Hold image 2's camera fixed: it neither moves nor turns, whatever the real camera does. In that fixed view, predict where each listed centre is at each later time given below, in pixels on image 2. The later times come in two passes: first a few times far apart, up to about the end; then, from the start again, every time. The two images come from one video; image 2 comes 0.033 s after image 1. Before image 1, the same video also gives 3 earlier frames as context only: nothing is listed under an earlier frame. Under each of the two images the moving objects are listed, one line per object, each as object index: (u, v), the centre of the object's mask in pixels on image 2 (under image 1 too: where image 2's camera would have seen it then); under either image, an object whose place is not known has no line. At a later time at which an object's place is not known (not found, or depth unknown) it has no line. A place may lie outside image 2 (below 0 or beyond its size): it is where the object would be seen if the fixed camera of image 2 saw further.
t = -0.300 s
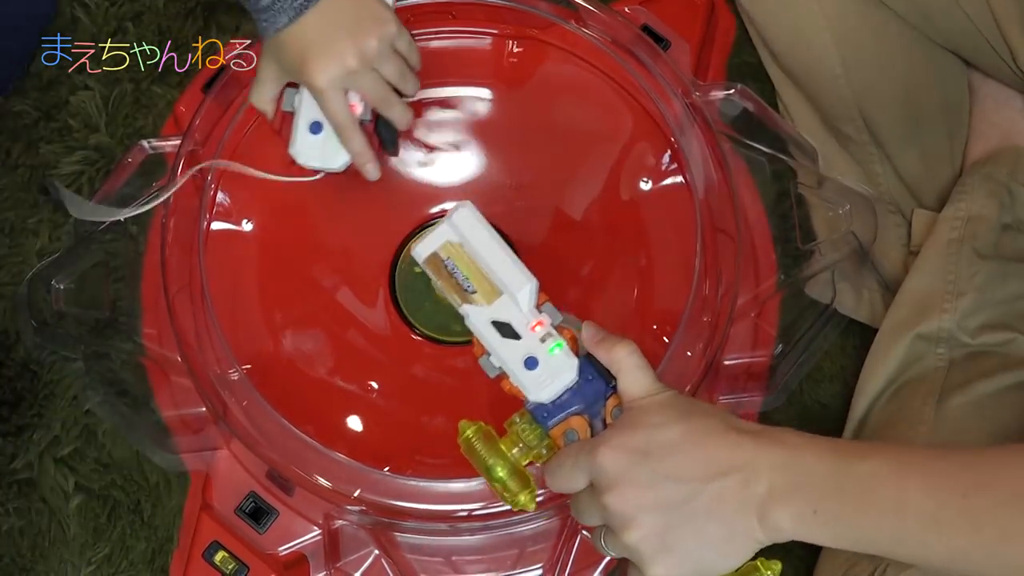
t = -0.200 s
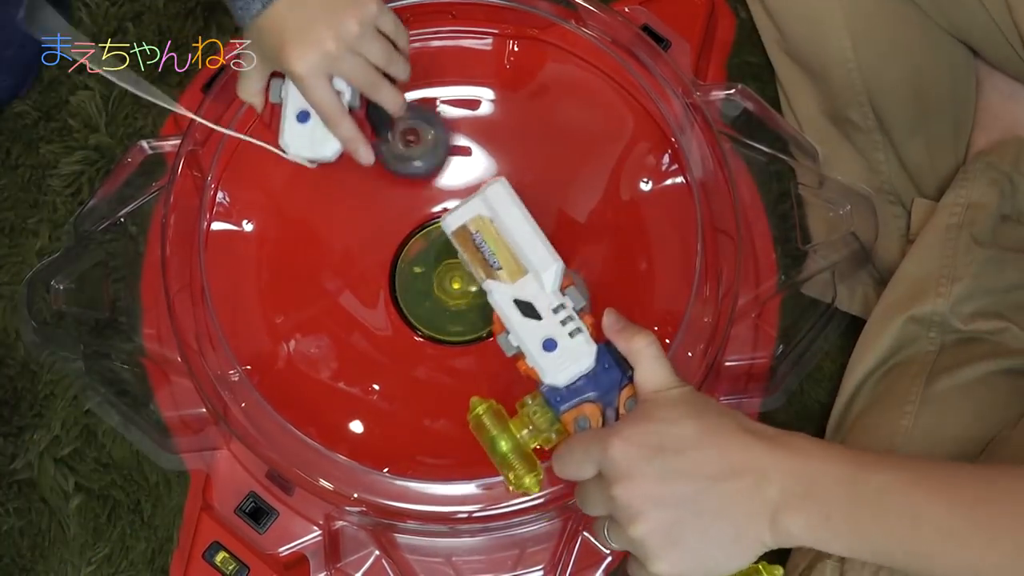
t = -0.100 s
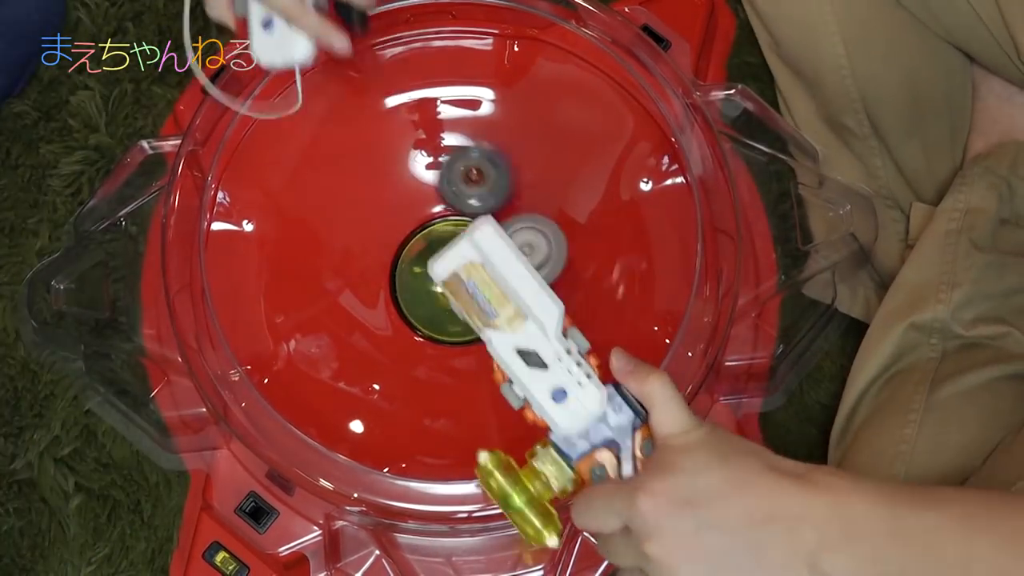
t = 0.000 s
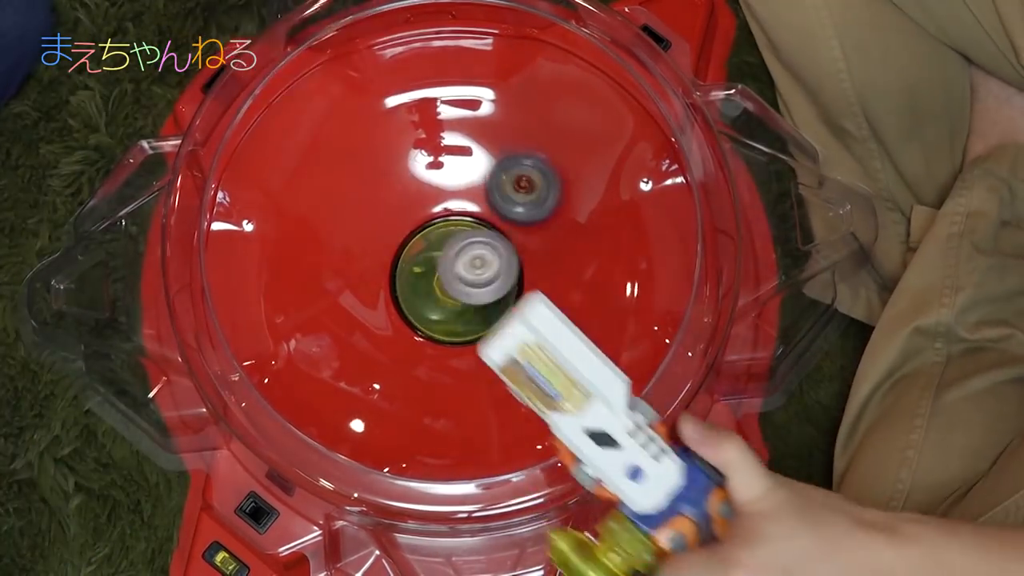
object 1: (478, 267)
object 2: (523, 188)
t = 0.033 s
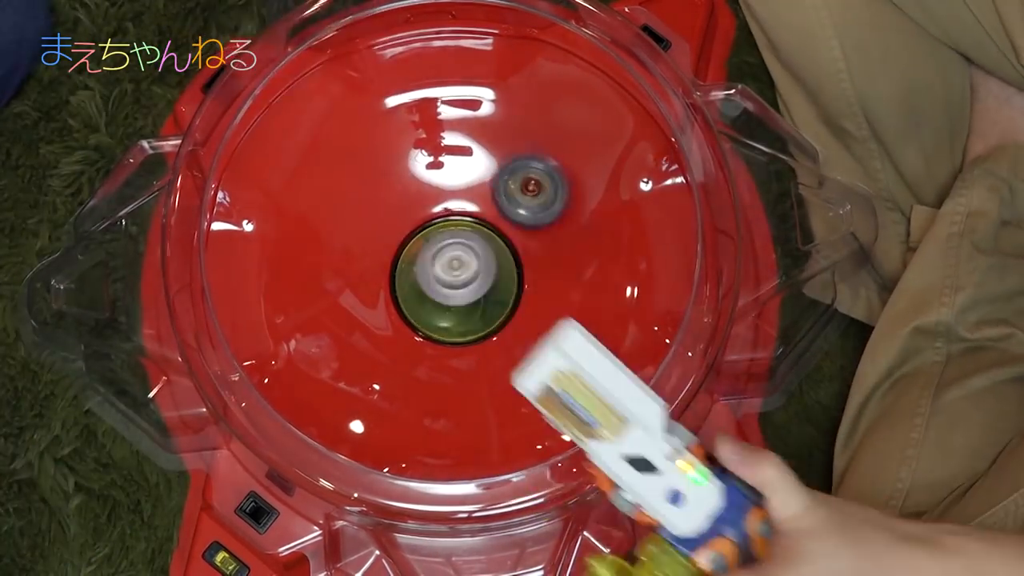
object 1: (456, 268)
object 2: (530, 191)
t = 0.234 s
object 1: (426, 322)
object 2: (515, 230)
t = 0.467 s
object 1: (499, 298)
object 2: (421, 248)
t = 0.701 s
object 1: (505, 203)
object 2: (483, 317)
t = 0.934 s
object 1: (388, 176)
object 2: (499, 230)
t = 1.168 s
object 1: (345, 264)
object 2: (421, 233)
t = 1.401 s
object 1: (378, 361)
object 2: (434, 255)
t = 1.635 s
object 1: (475, 353)
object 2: (455, 279)
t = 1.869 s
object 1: (530, 270)
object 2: (416, 256)
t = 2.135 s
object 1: (496, 125)
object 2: (436, 309)
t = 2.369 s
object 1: (457, 37)
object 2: (389, 307)
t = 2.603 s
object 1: (477, 36)
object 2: (490, 311)
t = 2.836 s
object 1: (494, 38)
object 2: (501, 245)
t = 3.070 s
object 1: (491, 44)
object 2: (463, 242)
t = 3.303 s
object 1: (441, 135)
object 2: (390, 272)
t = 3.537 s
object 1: (387, 377)
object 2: (502, 269)
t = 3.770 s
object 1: (496, 465)
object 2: (415, 283)
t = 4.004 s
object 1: (508, 467)
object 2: (516, 275)
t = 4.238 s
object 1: (490, 470)
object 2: (407, 269)
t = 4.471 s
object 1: (467, 470)
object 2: (490, 335)
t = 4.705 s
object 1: (453, 462)
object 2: (486, 234)
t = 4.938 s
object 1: (452, 460)
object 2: (390, 274)
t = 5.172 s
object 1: (452, 460)
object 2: (475, 325)
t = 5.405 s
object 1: (488, 441)
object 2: (492, 239)
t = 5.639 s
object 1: (598, 225)
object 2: (398, 267)
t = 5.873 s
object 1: (465, 67)
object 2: (499, 290)
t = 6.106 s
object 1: (429, 38)
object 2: (407, 267)
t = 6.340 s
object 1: (395, 42)
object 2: (457, 354)
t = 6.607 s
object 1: (378, 61)
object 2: (469, 204)
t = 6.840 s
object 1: (360, 120)
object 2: (353, 207)
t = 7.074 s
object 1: (357, 289)
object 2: (453, 321)
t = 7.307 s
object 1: (492, 384)
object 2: (512, 219)
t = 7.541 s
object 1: (580, 358)
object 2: (435, 231)
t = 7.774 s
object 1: (595, 295)
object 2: (436, 327)
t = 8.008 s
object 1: (586, 231)
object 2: (497, 245)
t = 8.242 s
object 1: (548, 161)
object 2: (393, 193)
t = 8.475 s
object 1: (480, 155)
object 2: (407, 301)
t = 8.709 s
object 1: (403, 212)
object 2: (503, 276)
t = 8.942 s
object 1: (394, 348)
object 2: (432, 246)
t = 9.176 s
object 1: (436, 394)
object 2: (511, 300)
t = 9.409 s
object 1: (482, 385)
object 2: (481, 219)
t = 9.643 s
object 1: (510, 334)
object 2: (399, 273)
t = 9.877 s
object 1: (476, 208)
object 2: (466, 327)
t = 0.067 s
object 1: (439, 269)
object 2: (535, 196)
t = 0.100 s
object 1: (429, 274)
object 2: (539, 205)
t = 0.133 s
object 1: (427, 285)
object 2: (535, 210)
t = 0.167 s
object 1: (424, 299)
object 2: (531, 219)
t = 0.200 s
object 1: (422, 314)
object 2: (524, 225)
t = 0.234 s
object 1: (426, 322)
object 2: (515, 230)
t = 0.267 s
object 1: (437, 326)
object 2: (506, 237)
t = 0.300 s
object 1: (451, 325)
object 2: (493, 240)
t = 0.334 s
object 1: (463, 324)
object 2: (479, 240)
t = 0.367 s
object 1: (473, 321)
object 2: (464, 238)
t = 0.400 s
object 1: (481, 314)
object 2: (451, 235)
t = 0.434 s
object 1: (487, 303)
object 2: (437, 234)
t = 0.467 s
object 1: (499, 298)
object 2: (421, 248)
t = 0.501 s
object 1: (514, 298)
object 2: (414, 284)
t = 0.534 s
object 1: (522, 293)
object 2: (417, 310)
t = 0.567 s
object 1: (521, 283)
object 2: (438, 326)
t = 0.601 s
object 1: (520, 269)
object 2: (459, 331)
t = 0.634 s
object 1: (521, 242)
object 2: (467, 330)
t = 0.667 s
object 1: (515, 220)
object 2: (475, 326)
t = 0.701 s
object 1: (505, 203)
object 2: (483, 317)
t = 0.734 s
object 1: (490, 191)
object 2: (489, 306)
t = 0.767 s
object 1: (474, 182)
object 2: (496, 294)
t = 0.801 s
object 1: (457, 174)
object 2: (499, 282)
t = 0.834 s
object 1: (440, 170)
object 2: (502, 268)
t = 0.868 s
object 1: (422, 170)
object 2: (503, 255)
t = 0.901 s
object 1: (404, 172)
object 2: (502, 243)
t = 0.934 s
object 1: (388, 176)
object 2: (499, 230)
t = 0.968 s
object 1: (374, 184)
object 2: (493, 218)
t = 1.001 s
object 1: (363, 194)
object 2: (484, 209)
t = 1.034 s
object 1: (353, 206)
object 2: (472, 207)
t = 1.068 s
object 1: (347, 220)
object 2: (459, 208)
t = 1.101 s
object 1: (343, 235)
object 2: (446, 214)
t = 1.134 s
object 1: (342, 249)
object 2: (434, 223)
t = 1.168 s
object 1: (345, 264)
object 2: (421, 233)
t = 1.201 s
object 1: (338, 279)
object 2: (421, 237)
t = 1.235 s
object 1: (335, 295)
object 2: (426, 238)
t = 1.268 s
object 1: (339, 311)
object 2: (429, 240)
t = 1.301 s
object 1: (346, 327)
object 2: (432, 243)
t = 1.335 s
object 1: (354, 340)
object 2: (432, 243)
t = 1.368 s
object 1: (365, 351)
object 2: (432, 244)
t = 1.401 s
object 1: (378, 361)
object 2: (434, 255)
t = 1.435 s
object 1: (392, 366)
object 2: (434, 267)
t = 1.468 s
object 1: (407, 370)
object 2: (435, 277)
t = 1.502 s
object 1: (422, 370)
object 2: (437, 285)
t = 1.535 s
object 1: (438, 367)
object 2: (443, 289)
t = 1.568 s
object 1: (452, 364)
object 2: (447, 291)
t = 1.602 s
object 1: (463, 360)
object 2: (452, 287)
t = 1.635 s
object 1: (475, 353)
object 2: (455, 279)
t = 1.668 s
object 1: (485, 347)
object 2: (457, 269)
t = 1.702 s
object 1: (495, 339)
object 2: (459, 259)
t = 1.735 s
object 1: (505, 329)
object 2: (462, 246)
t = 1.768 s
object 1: (512, 316)
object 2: (465, 235)
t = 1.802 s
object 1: (517, 298)
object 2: (455, 243)
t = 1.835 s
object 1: (524, 282)
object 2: (435, 248)
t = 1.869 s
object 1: (530, 270)
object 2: (416, 256)
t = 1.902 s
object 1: (529, 258)
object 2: (404, 279)
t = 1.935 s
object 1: (526, 246)
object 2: (409, 307)
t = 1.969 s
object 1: (521, 236)
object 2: (431, 331)
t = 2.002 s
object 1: (513, 229)
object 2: (469, 331)
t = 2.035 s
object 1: (503, 223)
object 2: (494, 304)
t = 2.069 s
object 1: (504, 188)
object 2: (476, 302)
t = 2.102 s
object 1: (504, 151)
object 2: (454, 309)
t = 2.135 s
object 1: (496, 125)
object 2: (436, 309)
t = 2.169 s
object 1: (483, 105)
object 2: (421, 307)
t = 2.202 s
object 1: (471, 93)
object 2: (408, 304)
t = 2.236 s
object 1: (459, 82)
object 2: (397, 303)
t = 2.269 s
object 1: (451, 71)
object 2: (390, 303)
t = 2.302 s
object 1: (450, 57)
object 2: (386, 303)
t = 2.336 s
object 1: (453, 45)
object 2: (385, 305)
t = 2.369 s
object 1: (457, 37)
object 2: (389, 307)
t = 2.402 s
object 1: (460, 36)
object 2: (396, 311)
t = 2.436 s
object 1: (461, 36)
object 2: (407, 315)
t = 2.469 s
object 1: (462, 36)
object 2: (422, 317)
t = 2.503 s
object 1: (464, 36)
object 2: (437, 319)
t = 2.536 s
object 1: (467, 36)
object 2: (453, 324)
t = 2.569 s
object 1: (471, 36)
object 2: (469, 324)
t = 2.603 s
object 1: (477, 36)
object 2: (490, 311)
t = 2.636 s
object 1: (482, 37)
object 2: (504, 298)
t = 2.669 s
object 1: (489, 38)
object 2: (509, 283)
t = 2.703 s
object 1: (495, 39)
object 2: (511, 270)
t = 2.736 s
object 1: (497, 40)
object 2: (511, 260)
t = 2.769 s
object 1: (496, 39)
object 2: (509, 251)
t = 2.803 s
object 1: (495, 38)
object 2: (505, 246)
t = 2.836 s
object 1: (494, 38)
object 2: (501, 245)
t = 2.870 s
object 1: (494, 38)
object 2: (498, 244)
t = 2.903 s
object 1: (494, 37)
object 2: (495, 244)
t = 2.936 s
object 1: (494, 37)
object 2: (495, 242)
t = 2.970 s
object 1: (493, 37)
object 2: (491, 241)
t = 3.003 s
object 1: (492, 37)
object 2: (485, 241)
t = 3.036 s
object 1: (492, 39)
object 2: (474, 241)
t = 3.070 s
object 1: (491, 44)
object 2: (463, 242)
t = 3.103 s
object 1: (490, 51)
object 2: (451, 240)
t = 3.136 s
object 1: (489, 58)
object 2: (438, 240)
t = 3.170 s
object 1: (488, 65)
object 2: (424, 242)
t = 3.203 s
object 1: (485, 75)
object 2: (408, 244)
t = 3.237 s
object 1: (476, 90)
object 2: (392, 251)
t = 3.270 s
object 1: (461, 108)
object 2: (387, 261)
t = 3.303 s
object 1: (441, 135)
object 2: (390, 272)
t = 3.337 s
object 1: (419, 161)
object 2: (396, 286)
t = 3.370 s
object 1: (400, 193)
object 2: (406, 299)
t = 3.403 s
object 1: (388, 224)
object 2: (424, 308)
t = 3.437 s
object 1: (378, 259)
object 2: (445, 313)
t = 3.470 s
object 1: (374, 299)
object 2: (471, 306)
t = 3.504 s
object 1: (376, 339)
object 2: (493, 291)
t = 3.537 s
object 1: (387, 377)
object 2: (502, 269)
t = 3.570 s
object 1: (406, 411)
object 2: (504, 244)
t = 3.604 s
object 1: (431, 441)
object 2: (488, 223)
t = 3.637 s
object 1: (458, 455)
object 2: (464, 211)
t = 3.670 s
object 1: (477, 464)
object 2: (434, 212)
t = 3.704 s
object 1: (486, 471)
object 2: (413, 226)
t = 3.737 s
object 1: (492, 469)
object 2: (404, 257)
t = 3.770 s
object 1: (496, 465)
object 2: (415, 283)
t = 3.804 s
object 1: (501, 463)
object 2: (432, 303)
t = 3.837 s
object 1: (507, 464)
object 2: (454, 310)
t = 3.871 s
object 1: (509, 467)
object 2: (470, 314)
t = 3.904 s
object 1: (509, 464)
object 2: (486, 312)
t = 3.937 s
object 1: (509, 464)
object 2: (500, 303)
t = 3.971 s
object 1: (509, 465)
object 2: (511, 291)
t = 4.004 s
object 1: (508, 467)
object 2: (516, 275)
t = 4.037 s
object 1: (506, 466)
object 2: (518, 258)
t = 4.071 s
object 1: (504, 468)
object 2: (509, 237)
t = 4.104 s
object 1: (501, 468)
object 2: (489, 221)
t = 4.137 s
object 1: (499, 469)
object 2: (462, 219)
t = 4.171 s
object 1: (496, 469)
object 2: (434, 227)
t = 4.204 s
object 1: (494, 470)
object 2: (412, 246)
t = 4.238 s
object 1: (490, 470)
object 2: (407, 269)
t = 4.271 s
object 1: (487, 471)
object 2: (410, 292)
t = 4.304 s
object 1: (484, 471)
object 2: (418, 310)
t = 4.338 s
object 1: (479, 471)
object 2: (430, 326)
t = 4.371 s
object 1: (476, 471)
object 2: (444, 334)
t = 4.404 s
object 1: (474, 471)
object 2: (459, 337)
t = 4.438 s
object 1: (470, 470)
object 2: (473, 338)
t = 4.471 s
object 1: (467, 470)
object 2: (490, 335)
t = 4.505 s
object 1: (465, 469)
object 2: (504, 327)
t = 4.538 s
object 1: (462, 467)
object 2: (516, 311)
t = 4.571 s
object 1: (459, 466)
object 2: (522, 295)
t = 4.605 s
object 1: (457, 465)
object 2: (520, 277)
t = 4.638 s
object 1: (455, 464)
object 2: (514, 259)
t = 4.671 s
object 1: (454, 463)
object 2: (502, 246)
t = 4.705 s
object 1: (453, 462)
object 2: (486, 234)
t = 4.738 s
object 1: (453, 462)
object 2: (468, 229)
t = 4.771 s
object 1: (453, 461)
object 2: (450, 227)
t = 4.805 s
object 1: (452, 461)
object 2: (434, 230)
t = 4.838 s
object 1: (452, 461)
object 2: (419, 238)
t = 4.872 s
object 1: (452, 460)
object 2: (406, 247)
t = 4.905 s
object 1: (452, 460)
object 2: (396, 259)
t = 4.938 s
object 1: (452, 460)
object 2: (390, 274)
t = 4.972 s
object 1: (452, 460)
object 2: (389, 290)
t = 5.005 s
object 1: (452, 460)
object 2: (393, 307)
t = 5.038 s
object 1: (452, 460)
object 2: (404, 321)
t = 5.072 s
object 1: (452, 460)
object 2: (421, 332)
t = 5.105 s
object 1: (452, 460)
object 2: (438, 337)
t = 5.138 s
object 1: (452, 460)
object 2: (457, 333)
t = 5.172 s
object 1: (452, 460)
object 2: (475, 325)
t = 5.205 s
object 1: (452, 460)
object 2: (488, 313)
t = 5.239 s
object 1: (452, 460)
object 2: (498, 297)
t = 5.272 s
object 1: (452, 460)
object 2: (505, 282)
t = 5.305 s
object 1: (453, 459)
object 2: (506, 269)
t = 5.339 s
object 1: (458, 456)
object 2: (504, 257)
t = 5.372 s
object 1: (471, 450)
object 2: (500, 248)
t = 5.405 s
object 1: (488, 441)
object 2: (492, 239)
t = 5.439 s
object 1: (509, 425)
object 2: (480, 230)
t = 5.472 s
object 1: (532, 401)
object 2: (465, 226)
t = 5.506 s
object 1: (558, 371)
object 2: (446, 224)
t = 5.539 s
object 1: (578, 337)
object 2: (426, 224)
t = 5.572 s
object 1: (593, 301)
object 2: (409, 229)
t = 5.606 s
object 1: (598, 264)
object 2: (402, 247)
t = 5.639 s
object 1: (598, 225)
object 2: (398, 267)
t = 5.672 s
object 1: (589, 189)
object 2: (407, 287)
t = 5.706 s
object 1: (572, 153)
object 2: (418, 302)
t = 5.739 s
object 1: (546, 122)
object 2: (434, 312)
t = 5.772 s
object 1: (518, 97)
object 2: (453, 315)
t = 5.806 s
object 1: (491, 81)
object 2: (472, 313)
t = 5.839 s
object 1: (474, 72)
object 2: (488, 303)
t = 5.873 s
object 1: (465, 67)
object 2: (499, 290)
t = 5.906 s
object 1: (459, 62)
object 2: (505, 273)
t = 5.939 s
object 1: (454, 57)
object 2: (505, 257)
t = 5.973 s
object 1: (449, 53)
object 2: (498, 238)
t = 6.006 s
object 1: (444, 48)
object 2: (480, 223)
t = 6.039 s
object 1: (439, 44)
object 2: (452, 220)
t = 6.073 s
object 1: (433, 39)
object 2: (422, 234)
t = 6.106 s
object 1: (429, 38)
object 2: (407, 267)
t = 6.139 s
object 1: (423, 36)
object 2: (405, 295)
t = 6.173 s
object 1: (419, 38)
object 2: (412, 321)
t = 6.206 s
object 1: (413, 38)
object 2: (421, 341)
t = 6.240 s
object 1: (408, 39)
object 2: (429, 357)
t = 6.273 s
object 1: (404, 40)
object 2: (438, 364)
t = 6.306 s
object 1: (399, 40)
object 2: (447, 362)
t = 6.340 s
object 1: (395, 42)
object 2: (457, 354)
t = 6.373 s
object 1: (391, 43)
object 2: (466, 338)
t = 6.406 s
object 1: (389, 44)
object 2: (477, 320)
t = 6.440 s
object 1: (386, 46)
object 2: (486, 297)
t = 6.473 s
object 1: (383, 47)
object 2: (491, 274)
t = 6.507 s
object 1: (382, 50)
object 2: (494, 248)
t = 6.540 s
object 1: (379, 53)
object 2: (494, 224)
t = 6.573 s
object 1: (379, 57)
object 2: (482, 212)
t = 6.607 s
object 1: (378, 61)
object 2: (469, 204)
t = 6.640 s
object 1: (376, 65)
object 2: (453, 198)
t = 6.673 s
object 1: (376, 70)
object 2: (438, 191)
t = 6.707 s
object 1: (376, 76)
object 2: (421, 184)
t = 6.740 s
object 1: (376, 83)
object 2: (403, 180)
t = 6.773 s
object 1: (373, 92)
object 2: (382, 182)
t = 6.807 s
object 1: (367, 104)
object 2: (365, 193)
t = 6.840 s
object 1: (360, 120)
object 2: (353, 207)
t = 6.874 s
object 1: (353, 140)
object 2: (348, 228)
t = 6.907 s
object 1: (344, 159)
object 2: (351, 250)
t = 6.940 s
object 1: (339, 181)
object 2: (362, 269)
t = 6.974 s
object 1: (338, 207)
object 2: (381, 287)
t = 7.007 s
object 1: (341, 234)
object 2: (401, 301)
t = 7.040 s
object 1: (347, 262)
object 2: (425, 313)
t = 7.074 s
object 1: (357, 289)
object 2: (453, 321)
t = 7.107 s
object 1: (373, 310)
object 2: (481, 323)
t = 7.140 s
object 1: (391, 331)
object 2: (501, 314)
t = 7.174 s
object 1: (410, 349)
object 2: (513, 297)
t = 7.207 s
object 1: (430, 363)
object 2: (517, 276)
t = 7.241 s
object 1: (451, 373)
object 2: (517, 255)
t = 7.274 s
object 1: (472, 381)
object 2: (516, 234)
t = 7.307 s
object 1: (492, 384)
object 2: (512, 219)
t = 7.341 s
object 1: (511, 385)
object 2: (507, 209)
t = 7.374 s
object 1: (528, 384)
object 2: (499, 204)
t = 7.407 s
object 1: (541, 380)
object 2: (490, 203)
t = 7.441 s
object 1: (553, 376)
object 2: (478, 205)
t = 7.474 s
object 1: (563, 370)
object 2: (465, 212)
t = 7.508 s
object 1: (573, 365)
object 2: (450, 220)
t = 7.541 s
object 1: (580, 358)
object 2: (435, 231)
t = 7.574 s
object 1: (586, 350)
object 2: (423, 245)
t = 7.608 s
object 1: (591, 341)
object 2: (415, 260)
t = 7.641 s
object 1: (595, 333)
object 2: (410, 278)
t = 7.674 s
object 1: (596, 324)
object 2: (407, 297)
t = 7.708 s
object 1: (597, 315)
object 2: (408, 314)
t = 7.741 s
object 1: (596, 305)
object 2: (419, 323)
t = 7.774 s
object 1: (595, 295)
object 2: (436, 327)
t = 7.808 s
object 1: (591, 287)
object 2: (454, 329)
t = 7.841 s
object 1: (587, 277)
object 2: (474, 327)
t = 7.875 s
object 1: (581, 267)
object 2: (488, 317)
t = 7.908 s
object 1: (574, 258)
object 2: (501, 303)
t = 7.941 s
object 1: (574, 248)
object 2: (506, 288)
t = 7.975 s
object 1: (580, 238)
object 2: (503, 268)
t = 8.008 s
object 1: (586, 231)
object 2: (497, 245)
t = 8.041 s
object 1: (585, 219)
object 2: (489, 222)
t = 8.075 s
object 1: (581, 206)
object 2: (474, 209)
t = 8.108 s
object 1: (575, 193)
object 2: (458, 200)
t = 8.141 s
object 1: (568, 182)
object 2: (439, 191)
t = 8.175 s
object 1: (563, 174)
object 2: (423, 186)
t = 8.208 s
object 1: (556, 167)
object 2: (407, 187)
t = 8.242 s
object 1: (548, 161)
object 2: (393, 193)
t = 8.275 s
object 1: (540, 156)
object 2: (381, 203)
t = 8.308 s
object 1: (530, 153)
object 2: (373, 218)
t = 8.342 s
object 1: (521, 150)
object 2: (371, 234)
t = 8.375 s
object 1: (511, 149)
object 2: (374, 252)
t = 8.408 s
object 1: (501, 150)
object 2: (382, 268)
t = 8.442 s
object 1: (490, 152)
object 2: (393, 286)
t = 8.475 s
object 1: (480, 155)
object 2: (407, 301)
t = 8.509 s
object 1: (469, 159)
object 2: (425, 314)
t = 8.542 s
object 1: (458, 164)
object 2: (444, 324)
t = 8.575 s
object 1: (446, 171)
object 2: (464, 326)
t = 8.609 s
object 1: (435, 179)
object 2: (483, 318)
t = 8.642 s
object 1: (424, 188)
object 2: (494, 306)
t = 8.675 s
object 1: (413, 198)
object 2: (501, 290)
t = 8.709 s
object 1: (403, 212)
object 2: (503, 276)
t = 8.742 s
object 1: (394, 230)
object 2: (499, 261)
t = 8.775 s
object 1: (386, 253)
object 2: (493, 251)
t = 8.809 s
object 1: (382, 279)
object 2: (479, 242)
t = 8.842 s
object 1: (381, 302)
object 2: (467, 235)
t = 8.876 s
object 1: (385, 320)
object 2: (455, 237)
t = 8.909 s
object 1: (389, 336)
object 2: (441, 242)
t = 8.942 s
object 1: (394, 348)
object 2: (432, 246)
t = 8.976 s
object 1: (398, 359)
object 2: (424, 253)
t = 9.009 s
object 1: (403, 369)
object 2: (421, 269)
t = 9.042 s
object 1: (409, 376)
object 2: (420, 283)
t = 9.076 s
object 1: (416, 383)
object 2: (429, 298)
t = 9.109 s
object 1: (422, 388)
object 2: (454, 310)
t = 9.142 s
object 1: (429, 391)
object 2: (486, 309)
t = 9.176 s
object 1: (436, 394)
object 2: (511, 300)
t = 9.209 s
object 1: (443, 396)
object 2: (521, 284)
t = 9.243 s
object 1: (450, 397)
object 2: (527, 269)
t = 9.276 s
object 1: (457, 397)
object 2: (526, 255)
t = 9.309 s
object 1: (463, 395)
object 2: (519, 243)
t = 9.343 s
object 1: (470, 393)
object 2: (509, 233)
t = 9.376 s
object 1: (476, 389)
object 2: (495, 224)
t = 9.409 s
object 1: (482, 385)
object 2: (481, 219)
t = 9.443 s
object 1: (487, 380)
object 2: (465, 215)
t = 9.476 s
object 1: (492, 374)
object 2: (449, 216)
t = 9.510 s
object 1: (497, 367)
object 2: (430, 222)
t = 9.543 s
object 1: (501, 360)
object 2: (416, 232)
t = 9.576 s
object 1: (504, 352)
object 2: (403, 244)
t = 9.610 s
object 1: (508, 343)
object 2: (396, 257)
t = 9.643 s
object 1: (510, 334)
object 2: (399, 273)
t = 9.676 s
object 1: (513, 323)
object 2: (405, 289)
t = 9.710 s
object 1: (516, 309)
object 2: (409, 302)
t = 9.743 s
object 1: (516, 290)
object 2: (420, 313)
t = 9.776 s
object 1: (517, 268)
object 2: (430, 322)
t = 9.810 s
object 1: (512, 244)
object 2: (440, 329)
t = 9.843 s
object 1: (497, 225)
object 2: (452, 331)
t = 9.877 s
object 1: (476, 208)
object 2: (466, 327)
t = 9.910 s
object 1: (460, 197)
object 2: (478, 321)
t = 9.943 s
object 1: (448, 192)
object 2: (487, 313)
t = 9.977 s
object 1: (440, 188)
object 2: (493, 303)
